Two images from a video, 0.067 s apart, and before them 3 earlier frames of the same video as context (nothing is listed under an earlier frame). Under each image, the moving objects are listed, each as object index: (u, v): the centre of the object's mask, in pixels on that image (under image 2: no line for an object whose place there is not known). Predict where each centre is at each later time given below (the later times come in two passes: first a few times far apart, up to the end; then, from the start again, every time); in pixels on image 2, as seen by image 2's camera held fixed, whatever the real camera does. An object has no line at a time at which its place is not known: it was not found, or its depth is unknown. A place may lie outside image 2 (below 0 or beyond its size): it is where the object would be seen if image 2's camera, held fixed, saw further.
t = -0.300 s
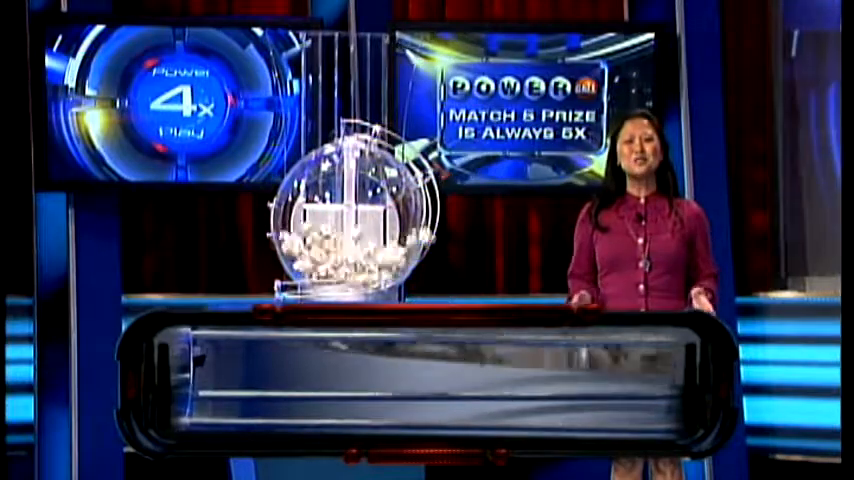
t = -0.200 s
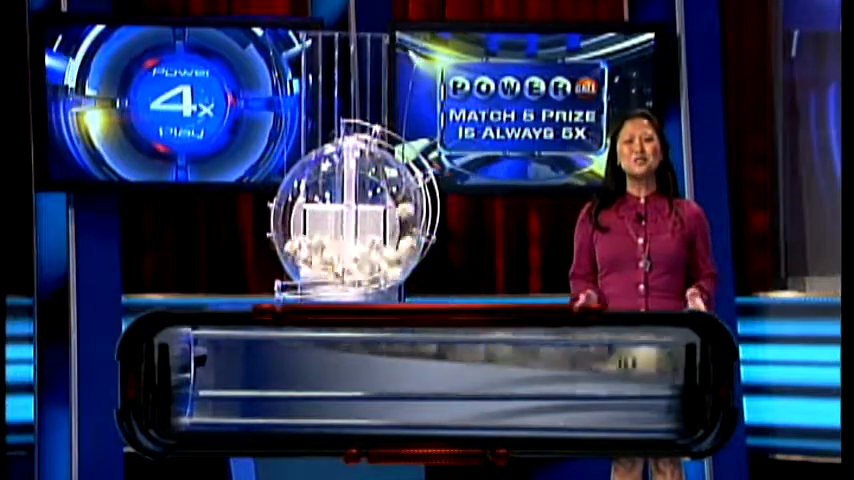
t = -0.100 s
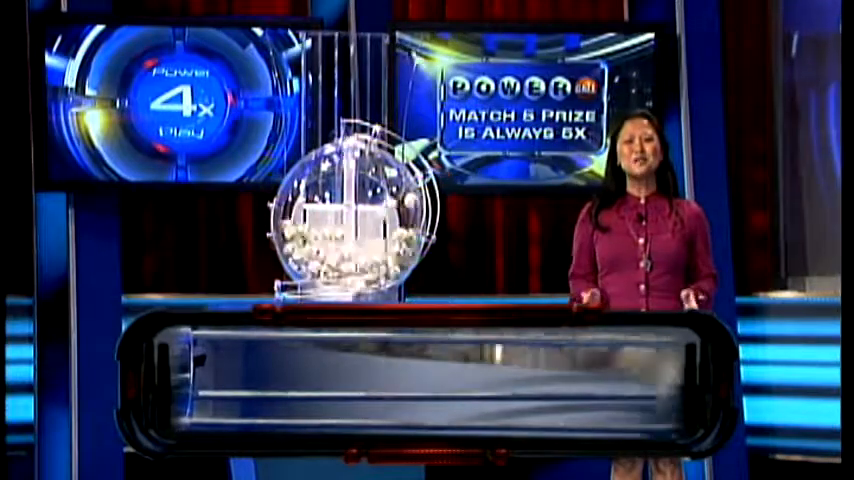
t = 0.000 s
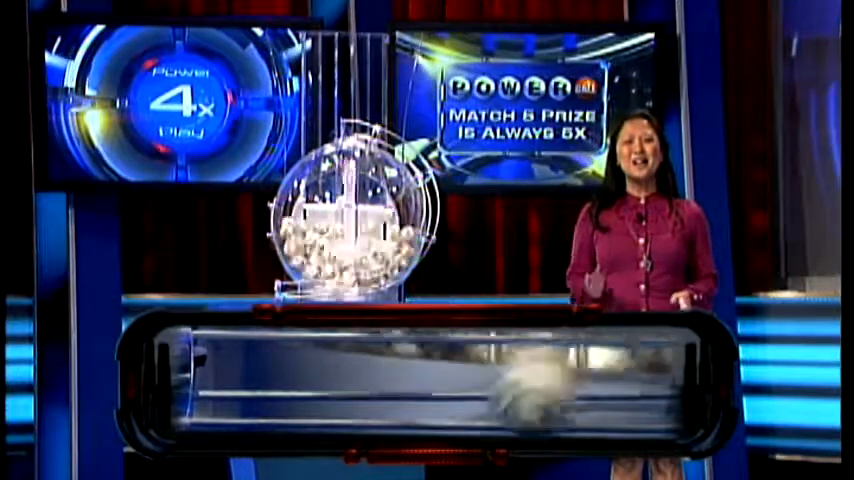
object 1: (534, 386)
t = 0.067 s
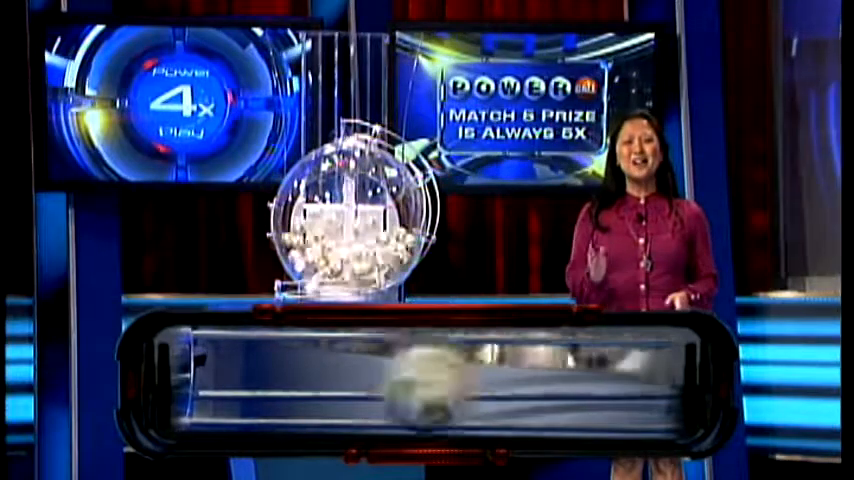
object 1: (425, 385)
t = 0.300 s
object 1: (237, 382)
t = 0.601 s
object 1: (225, 381)
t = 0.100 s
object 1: (369, 382)
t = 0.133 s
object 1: (311, 382)
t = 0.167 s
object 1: (261, 381)
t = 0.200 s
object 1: (225, 381)
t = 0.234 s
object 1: (232, 381)
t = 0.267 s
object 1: (236, 382)
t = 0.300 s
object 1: (237, 382)
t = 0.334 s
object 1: (237, 381)
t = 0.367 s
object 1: (237, 381)
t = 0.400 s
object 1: (236, 382)
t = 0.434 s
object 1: (234, 382)
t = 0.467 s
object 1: (233, 382)
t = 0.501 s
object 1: (231, 381)
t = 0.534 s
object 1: (230, 381)
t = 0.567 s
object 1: (228, 381)
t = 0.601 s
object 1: (225, 381)
